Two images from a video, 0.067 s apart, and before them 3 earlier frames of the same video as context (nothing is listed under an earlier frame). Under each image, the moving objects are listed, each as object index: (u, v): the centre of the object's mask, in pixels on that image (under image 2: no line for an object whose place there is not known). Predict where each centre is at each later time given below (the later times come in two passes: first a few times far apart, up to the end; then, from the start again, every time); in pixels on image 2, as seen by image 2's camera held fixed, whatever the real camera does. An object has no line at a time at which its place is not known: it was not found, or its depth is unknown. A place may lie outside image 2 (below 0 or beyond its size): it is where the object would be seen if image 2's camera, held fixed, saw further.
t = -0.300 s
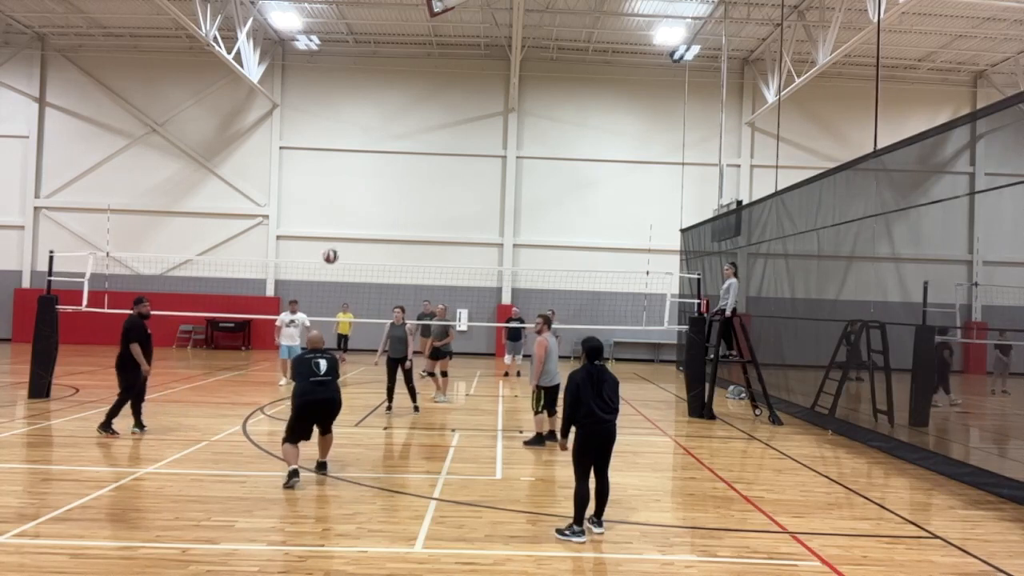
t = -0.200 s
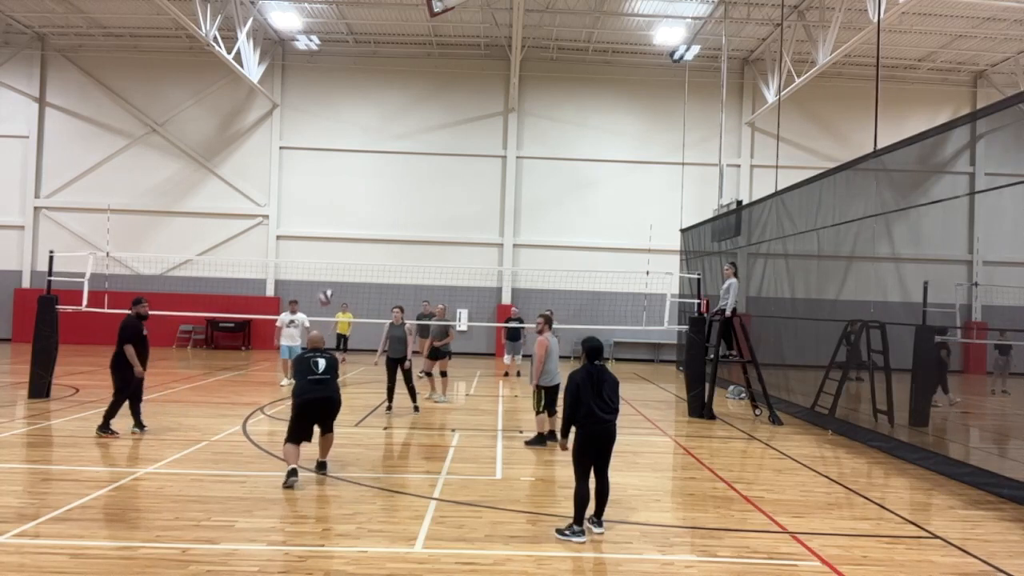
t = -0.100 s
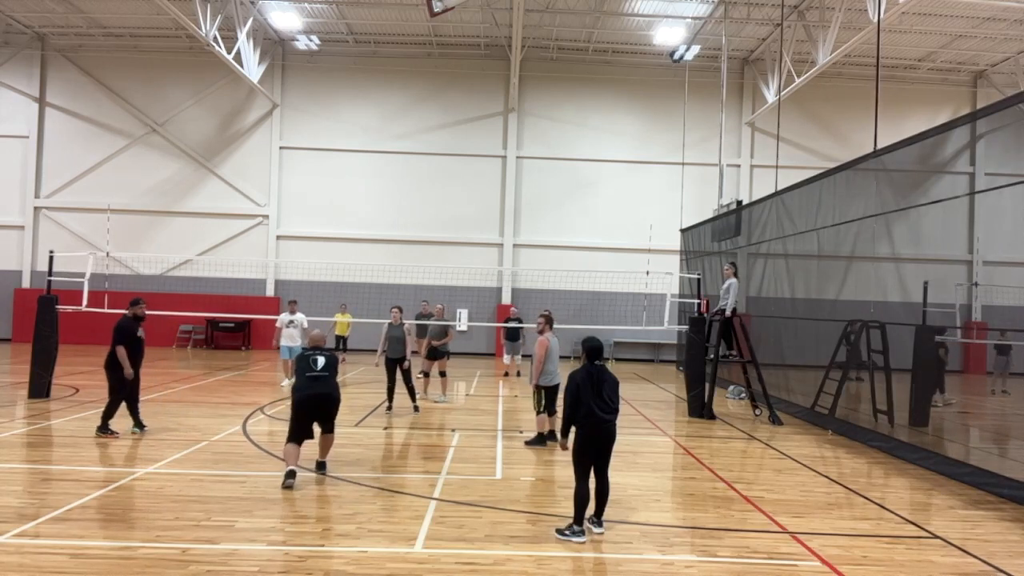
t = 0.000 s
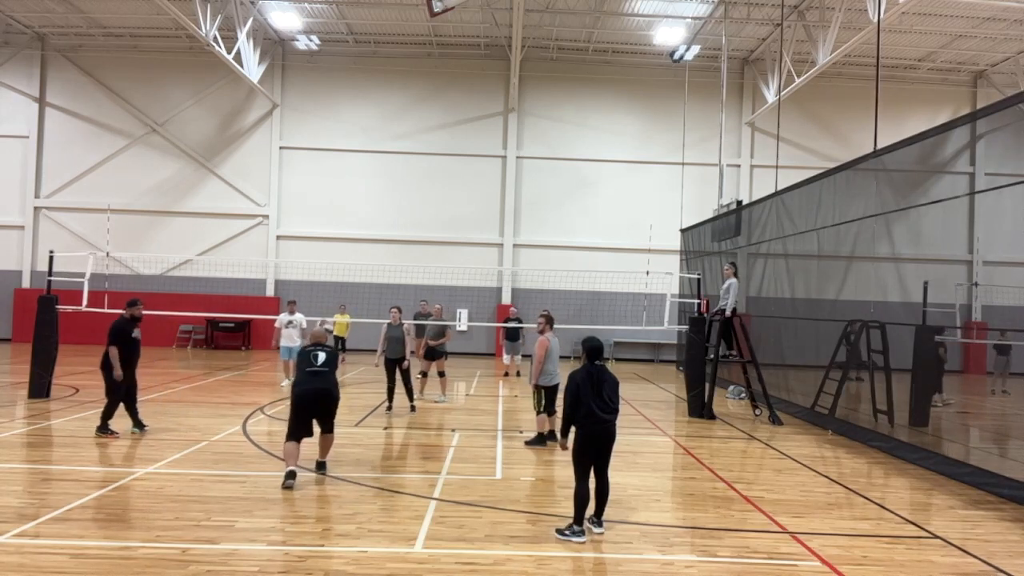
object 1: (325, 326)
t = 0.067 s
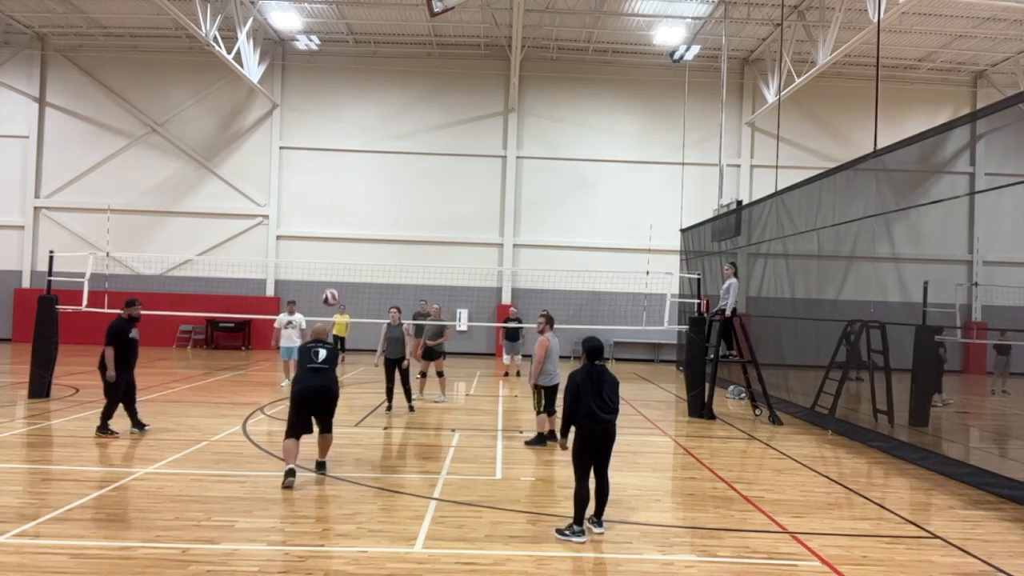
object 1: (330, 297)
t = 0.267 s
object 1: (345, 237)
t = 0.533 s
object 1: (362, 206)
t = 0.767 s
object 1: (374, 225)
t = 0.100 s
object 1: (332, 288)
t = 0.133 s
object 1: (335, 273)
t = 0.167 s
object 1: (338, 261)
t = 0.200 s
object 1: (340, 254)
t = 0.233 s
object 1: (343, 243)
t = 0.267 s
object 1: (345, 237)
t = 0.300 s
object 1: (348, 228)
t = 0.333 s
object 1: (350, 224)
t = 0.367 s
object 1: (352, 219)
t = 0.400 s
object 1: (354, 213)
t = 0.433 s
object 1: (356, 210)
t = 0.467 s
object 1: (358, 208)
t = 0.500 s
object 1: (360, 207)
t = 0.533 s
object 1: (362, 206)
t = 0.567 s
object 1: (364, 206)
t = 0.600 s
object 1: (366, 207)
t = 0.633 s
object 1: (368, 210)
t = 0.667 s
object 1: (369, 212)
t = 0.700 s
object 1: (370, 215)
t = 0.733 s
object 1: (372, 219)
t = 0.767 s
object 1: (374, 225)
